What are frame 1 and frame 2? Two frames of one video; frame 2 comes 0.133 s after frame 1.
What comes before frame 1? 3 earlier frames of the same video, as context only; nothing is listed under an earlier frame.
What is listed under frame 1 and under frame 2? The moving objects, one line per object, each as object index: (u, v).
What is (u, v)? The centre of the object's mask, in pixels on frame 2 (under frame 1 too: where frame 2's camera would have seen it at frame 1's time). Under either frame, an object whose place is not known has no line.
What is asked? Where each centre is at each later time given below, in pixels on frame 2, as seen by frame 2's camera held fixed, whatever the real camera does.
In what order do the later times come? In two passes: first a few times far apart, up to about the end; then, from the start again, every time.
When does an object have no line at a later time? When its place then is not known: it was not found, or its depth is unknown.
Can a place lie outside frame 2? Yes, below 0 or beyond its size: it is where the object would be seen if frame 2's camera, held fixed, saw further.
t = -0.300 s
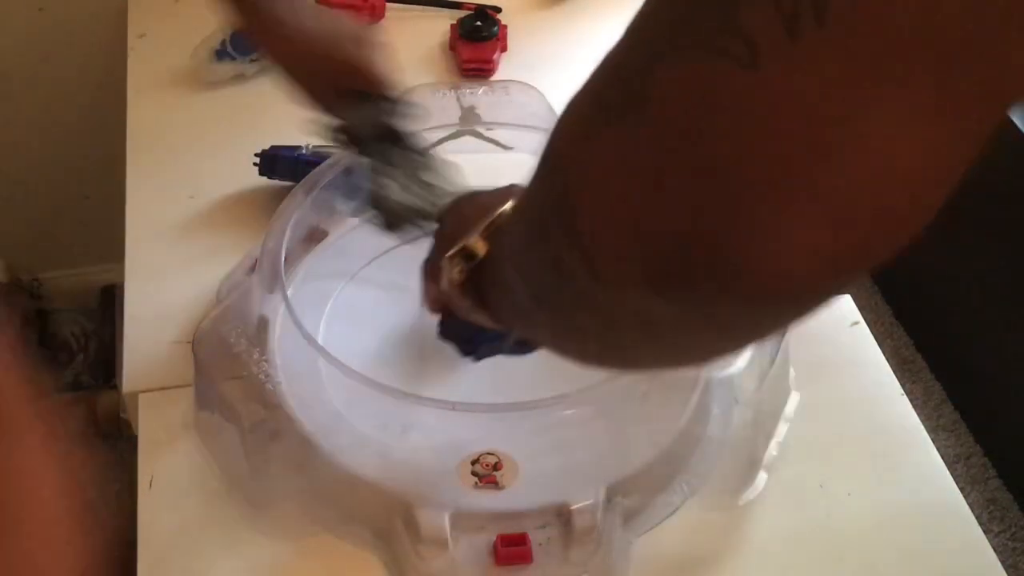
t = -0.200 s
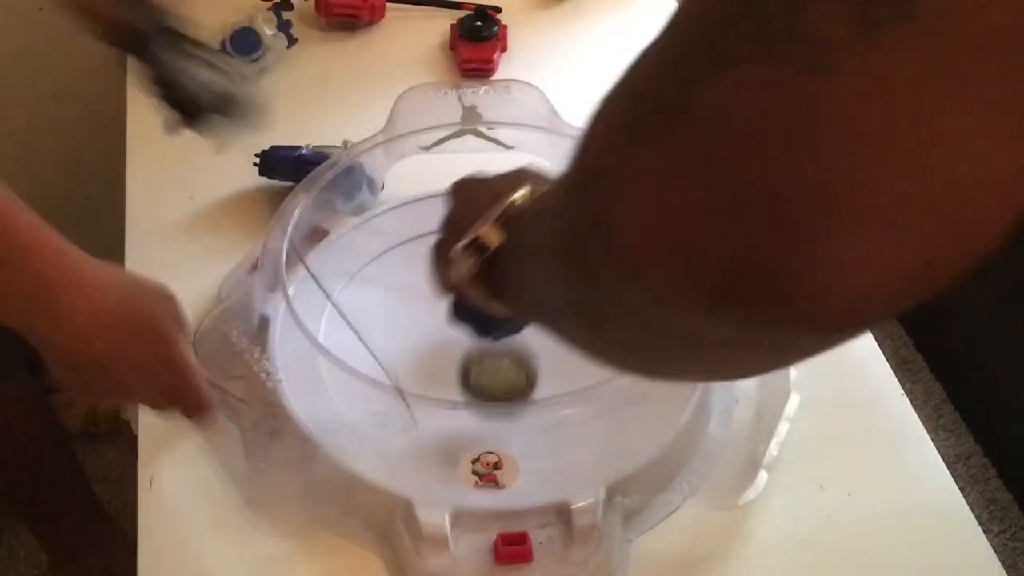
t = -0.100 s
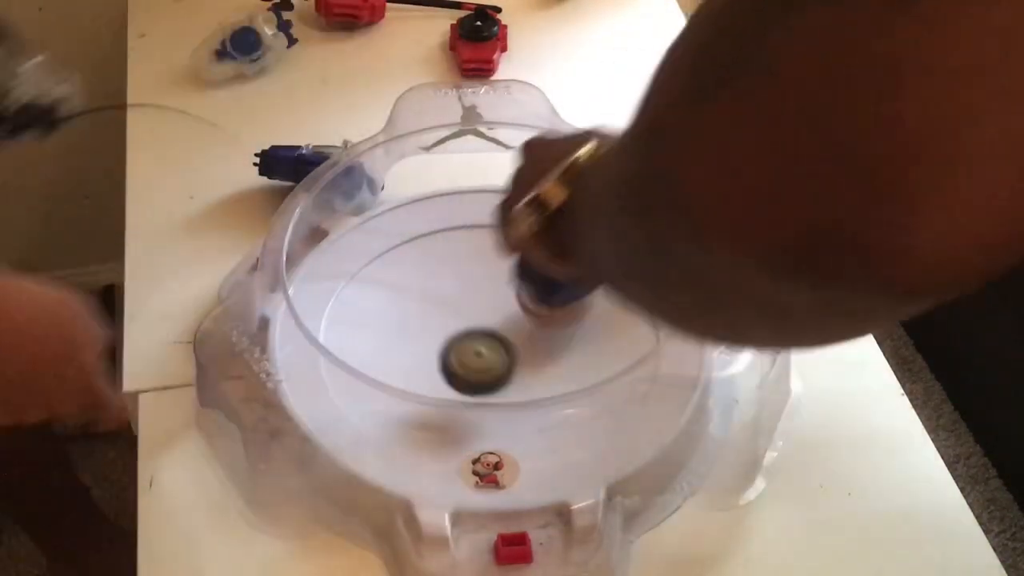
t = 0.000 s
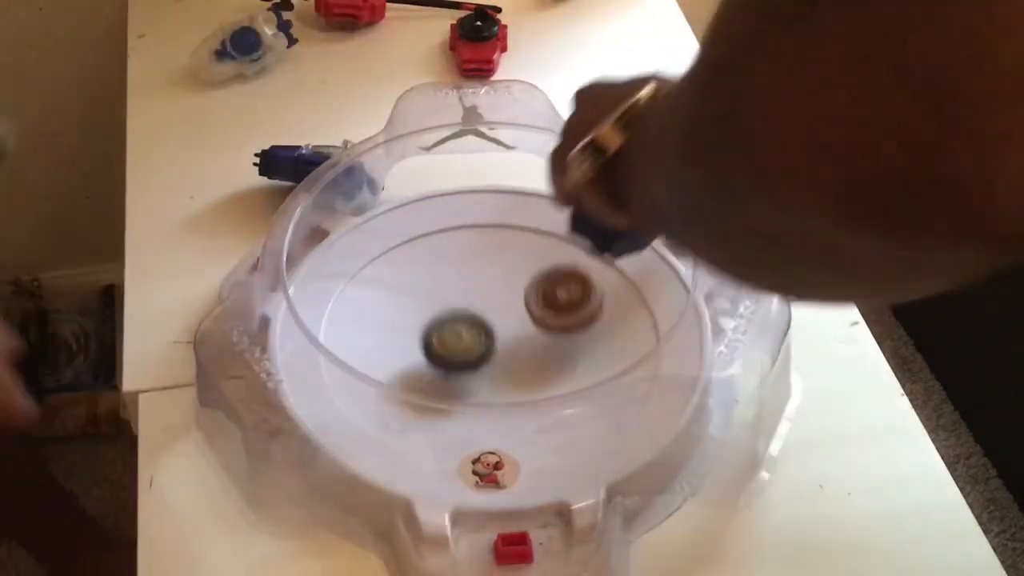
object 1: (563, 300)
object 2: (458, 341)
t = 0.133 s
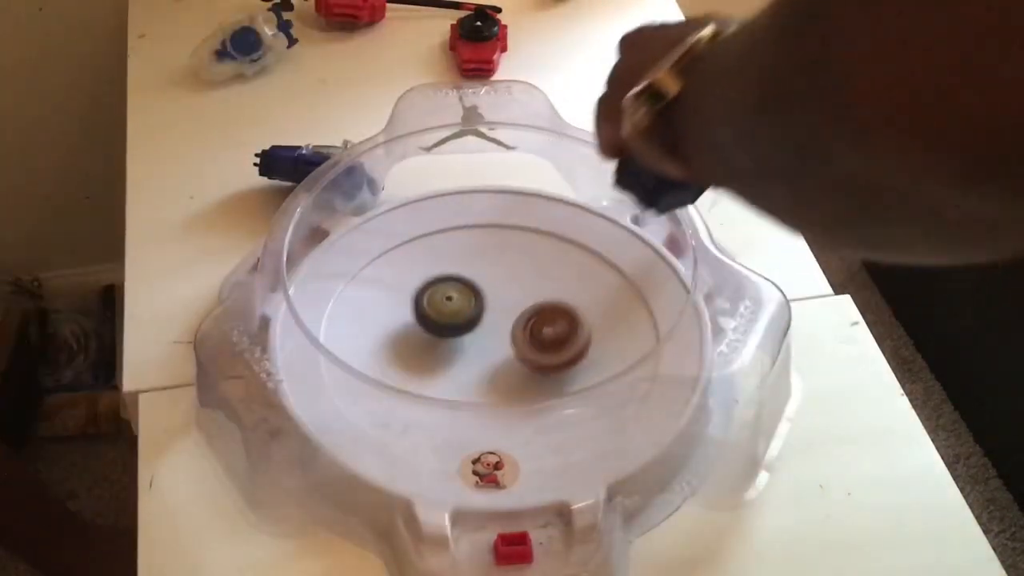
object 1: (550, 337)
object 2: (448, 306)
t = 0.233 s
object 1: (542, 354)
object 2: (452, 291)
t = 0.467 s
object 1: (570, 363)
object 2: (488, 303)
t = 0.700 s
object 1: (611, 371)
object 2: (451, 292)
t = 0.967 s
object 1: (579, 333)
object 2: (426, 286)
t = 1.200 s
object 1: (515, 366)
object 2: (413, 310)
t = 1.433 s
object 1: (561, 424)
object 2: (432, 329)
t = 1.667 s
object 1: (558, 373)
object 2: (478, 348)
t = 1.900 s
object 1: (598, 335)
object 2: (401, 306)
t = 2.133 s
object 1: (529, 334)
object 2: (400, 300)
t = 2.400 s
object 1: (583, 357)
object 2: (440, 335)
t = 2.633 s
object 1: (568, 347)
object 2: (461, 357)
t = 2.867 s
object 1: (535, 339)
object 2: (457, 363)
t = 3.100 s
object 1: (524, 334)
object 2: (449, 358)
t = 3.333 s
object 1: (525, 336)
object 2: (442, 338)
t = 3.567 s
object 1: (526, 339)
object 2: (447, 328)
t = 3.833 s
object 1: (542, 339)
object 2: (449, 311)
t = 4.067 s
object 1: (545, 328)
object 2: (461, 311)
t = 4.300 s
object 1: (534, 335)
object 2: (458, 311)
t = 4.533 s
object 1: (530, 341)
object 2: (452, 312)
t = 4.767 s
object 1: (533, 340)
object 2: (448, 320)
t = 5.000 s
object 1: (533, 342)
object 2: (446, 334)
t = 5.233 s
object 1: (542, 345)
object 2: (427, 336)
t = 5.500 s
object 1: (524, 327)
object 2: (431, 332)
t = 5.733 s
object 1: (554, 303)
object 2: (406, 342)
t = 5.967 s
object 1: (524, 316)
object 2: (445, 351)
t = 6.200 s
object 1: (524, 312)
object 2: (460, 358)
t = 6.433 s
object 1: (518, 309)
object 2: (483, 364)
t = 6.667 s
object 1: (510, 307)
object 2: (500, 368)
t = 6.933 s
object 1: (493, 306)
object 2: (515, 365)
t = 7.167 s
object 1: (456, 298)
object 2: (547, 374)
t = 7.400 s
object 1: (447, 326)
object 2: (541, 357)
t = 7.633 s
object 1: (447, 336)
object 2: (557, 330)
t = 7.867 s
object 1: (466, 340)
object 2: (545, 309)
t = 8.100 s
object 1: (452, 346)
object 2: (540, 295)
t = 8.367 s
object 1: (470, 350)
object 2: (499, 291)
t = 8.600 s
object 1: (477, 365)
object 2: (474, 280)
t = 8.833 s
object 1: (499, 359)
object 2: (443, 284)
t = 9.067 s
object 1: (590, 353)
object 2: (405, 246)
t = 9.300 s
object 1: (566, 325)
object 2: (437, 311)
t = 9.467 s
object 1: (515, 323)
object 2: (455, 370)
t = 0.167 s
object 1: (546, 342)
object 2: (448, 303)
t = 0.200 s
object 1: (542, 349)
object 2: (450, 294)
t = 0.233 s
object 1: (542, 354)
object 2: (452, 291)
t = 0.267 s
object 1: (543, 359)
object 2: (456, 290)
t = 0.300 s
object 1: (547, 362)
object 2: (461, 287)
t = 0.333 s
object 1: (552, 364)
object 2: (466, 288)
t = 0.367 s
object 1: (557, 365)
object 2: (471, 291)
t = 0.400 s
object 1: (562, 365)
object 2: (477, 292)
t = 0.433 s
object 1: (566, 364)
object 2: (483, 297)
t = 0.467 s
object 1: (570, 363)
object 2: (488, 303)
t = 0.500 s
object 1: (571, 362)
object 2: (493, 307)
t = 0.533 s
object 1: (572, 360)
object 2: (498, 314)
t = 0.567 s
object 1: (570, 357)
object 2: (502, 320)
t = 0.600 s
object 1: (574, 357)
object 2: (499, 321)
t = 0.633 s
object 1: (589, 364)
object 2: (481, 312)
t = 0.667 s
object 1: (601, 369)
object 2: (465, 300)
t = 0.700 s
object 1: (611, 371)
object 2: (451, 292)
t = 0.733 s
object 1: (619, 370)
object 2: (440, 287)
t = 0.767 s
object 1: (624, 368)
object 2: (432, 281)
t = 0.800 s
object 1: (626, 364)
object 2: (426, 279)
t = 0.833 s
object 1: (624, 360)
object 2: (422, 277)
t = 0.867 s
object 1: (611, 349)
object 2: (421, 277)
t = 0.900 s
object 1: (605, 346)
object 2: (421, 280)
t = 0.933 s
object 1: (594, 340)
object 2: (423, 282)
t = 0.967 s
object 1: (579, 333)
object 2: (426, 286)
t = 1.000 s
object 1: (563, 326)
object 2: (430, 292)
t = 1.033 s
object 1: (545, 322)
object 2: (436, 297)
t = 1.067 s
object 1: (525, 321)
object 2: (442, 303)
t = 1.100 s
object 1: (519, 328)
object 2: (434, 307)
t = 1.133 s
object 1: (517, 339)
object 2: (426, 304)
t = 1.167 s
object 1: (515, 353)
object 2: (418, 308)
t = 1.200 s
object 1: (515, 366)
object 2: (413, 310)
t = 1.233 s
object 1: (516, 377)
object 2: (411, 309)
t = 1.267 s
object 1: (519, 392)
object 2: (410, 314)
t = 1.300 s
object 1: (524, 401)
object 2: (412, 317)
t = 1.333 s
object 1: (532, 410)
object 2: (416, 318)
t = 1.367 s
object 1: (542, 417)
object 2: (420, 324)
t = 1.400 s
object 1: (553, 422)
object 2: (425, 327)
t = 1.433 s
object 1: (561, 424)
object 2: (432, 329)
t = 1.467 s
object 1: (567, 423)
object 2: (439, 333)
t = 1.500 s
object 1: (571, 418)
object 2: (446, 336)
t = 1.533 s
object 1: (573, 413)
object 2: (453, 339)
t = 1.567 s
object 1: (571, 405)
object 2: (460, 342)
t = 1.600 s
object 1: (569, 397)
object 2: (467, 344)
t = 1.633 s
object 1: (563, 386)
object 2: (473, 346)
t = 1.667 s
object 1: (558, 373)
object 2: (478, 348)
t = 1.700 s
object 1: (562, 366)
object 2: (472, 348)
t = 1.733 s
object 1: (578, 361)
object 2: (453, 338)
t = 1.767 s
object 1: (591, 354)
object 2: (437, 328)
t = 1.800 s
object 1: (599, 349)
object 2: (421, 324)
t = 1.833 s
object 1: (604, 343)
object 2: (412, 315)
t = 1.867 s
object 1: (604, 340)
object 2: (405, 308)
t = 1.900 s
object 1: (598, 335)
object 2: (401, 306)
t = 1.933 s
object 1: (589, 332)
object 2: (400, 301)
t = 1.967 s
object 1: (576, 330)
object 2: (403, 299)
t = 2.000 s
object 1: (561, 327)
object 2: (407, 300)
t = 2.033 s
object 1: (543, 326)
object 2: (414, 300)
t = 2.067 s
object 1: (525, 325)
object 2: (423, 302)
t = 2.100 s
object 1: (510, 327)
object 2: (429, 305)
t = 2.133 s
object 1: (529, 334)
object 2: (400, 300)
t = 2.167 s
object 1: (549, 341)
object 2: (371, 290)
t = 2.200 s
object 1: (566, 346)
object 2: (347, 283)
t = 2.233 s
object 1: (580, 352)
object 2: (345, 284)
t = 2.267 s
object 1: (589, 354)
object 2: (360, 297)
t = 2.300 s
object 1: (595, 358)
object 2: (377, 308)
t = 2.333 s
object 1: (595, 359)
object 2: (397, 316)
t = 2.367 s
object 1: (590, 357)
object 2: (419, 328)
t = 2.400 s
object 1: (583, 357)
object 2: (440, 335)
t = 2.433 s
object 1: (573, 356)
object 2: (459, 341)
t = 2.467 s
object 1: (563, 355)
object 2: (478, 350)
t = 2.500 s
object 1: (568, 353)
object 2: (476, 351)
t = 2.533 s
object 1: (572, 351)
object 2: (472, 351)
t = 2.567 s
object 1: (572, 350)
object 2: (468, 355)
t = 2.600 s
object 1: (571, 349)
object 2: (464, 355)
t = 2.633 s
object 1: (568, 347)
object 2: (461, 357)
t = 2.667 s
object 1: (565, 346)
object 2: (459, 359)
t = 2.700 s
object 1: (561, 344)
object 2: (457, 359)
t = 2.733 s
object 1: (556, 343)
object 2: (455, 361)
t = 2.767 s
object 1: (551, 342)
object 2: (455, 361)
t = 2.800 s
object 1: (546, 340)
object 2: (455, 362)
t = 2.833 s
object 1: (541, 339)
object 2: (456, 363)
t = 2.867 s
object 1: (535, 339)
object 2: (457, 363)
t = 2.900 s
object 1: (531, 338)
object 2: (458, 364)
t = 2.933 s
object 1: (532, 336)
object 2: (453, 365)
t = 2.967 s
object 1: (531, 336)
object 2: (449, 362)
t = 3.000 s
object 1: (530, 335)
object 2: (447, 362)
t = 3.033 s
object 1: (527, 334)
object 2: (447, 362)
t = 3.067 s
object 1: (525, 334)
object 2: (448, 358)
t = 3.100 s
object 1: (524, 334)
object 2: (449, 358)
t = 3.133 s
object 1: (530, 333)
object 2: (442, 354)
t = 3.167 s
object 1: (535, 333)
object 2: (437, 351)
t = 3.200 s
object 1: (538, 332)
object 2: (434, 350)
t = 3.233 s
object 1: (538, 333)
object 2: (433, 346)
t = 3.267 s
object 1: (535, 334)
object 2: (435, 343)
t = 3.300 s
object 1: (530, 335)
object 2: (438, 341)
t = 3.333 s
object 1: (525, 336)
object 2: (442, 338)
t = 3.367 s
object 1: (528, 337)
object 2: (439, 339)
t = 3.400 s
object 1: (531, 337)
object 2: (436, 334)
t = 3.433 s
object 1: (532, 338)
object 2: (436, 331)
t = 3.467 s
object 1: (532, 338)
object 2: (437, 332)
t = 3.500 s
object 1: (530, 338)
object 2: (441, 329)
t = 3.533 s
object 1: (527, 338)
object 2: (446, 327)
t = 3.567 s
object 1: (526, 339)
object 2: (447, 328)
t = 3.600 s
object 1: (527, 340)
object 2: (448, 324)
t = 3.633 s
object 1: (528, 339)
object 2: (449, 322)
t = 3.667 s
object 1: (528, 339)
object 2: (450, 322)
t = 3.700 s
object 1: (532, 341)
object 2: (448, 318)
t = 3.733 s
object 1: (536, 341)
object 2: (445, 316)
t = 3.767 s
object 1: (539, 341)
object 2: (445, 314)
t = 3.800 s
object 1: (541, 341)
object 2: (446, 311)
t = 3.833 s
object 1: (542, 339)
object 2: (449, 311)
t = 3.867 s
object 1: (542, 337)
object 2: (454, 312)
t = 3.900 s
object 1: (541, 334)
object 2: (459, 312)
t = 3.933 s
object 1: (540, 331)
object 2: (463, 313)
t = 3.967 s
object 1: (544, 330)
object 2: (461, 312)
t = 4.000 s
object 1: (547, 329)
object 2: (459, 312)
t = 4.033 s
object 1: (547, 328)
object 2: (459, 310)
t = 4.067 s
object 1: (545, 328)
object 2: (461, 311)
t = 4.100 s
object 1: (542, 327)
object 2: (463, 312)
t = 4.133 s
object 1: (541, 328)
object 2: (463, 311)
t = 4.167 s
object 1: (540, 329)
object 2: (461, 311)
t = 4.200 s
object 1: (539, 330)
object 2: (461, 311)
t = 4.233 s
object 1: (536, 331)
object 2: (461, 311)
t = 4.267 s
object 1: (535, 333)
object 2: (460, 311)
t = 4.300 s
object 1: (534, 335)
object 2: (458, 311)
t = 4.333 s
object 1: (532, 336)
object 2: (458, 312)
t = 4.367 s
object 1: (531, 337)
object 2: (458, 312)
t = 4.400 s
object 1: (531, 339)
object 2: (456, 312)
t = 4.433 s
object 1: (529, 339)
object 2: (456, 312)
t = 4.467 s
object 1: (528, 339)
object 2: (456, 313)
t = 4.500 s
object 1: (529, 340)
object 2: (454, 313)
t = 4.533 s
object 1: (530, 341)
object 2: (452, 312)
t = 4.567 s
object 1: (531, 341)
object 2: (451, 312)
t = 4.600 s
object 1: (531, 341)
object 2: (451, 313)
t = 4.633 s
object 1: (530, 340)
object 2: (451, 314)
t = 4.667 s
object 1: (529, 340)
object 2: (452, 315)
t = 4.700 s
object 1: (530, 340)
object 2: (451, 317)
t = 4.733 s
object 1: (532, 340)
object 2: (449, 318)
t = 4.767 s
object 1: (533, 340)
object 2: (448, 320)
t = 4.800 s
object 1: (533, 339)
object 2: (448, 322)
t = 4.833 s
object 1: (533, 339)
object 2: (448, 323)
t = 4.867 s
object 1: (531, 339)
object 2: (449, 326)
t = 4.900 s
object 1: (531, 340)
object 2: (449, 328)
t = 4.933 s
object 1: (531, 340)
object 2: (449, 329)
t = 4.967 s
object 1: (531, 341)
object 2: (449, 330)
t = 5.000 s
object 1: (533, 342)
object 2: (446, 334)
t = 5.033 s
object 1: (535, 342)
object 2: (443, 333)
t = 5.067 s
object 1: (536, 343)
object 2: (442, 334)
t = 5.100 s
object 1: (535, 343)
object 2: (442, 336)
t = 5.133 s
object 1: (532, 344)
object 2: (442, 336)
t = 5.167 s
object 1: (528, 344)
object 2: (444, 337)
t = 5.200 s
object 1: (532, 345)
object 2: (437, 339)
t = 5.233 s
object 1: (542, 345)
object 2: (427, 336)
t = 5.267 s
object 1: (548, 345)
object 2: (420, 333)
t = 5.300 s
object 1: (551, 344)
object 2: (414, 334)
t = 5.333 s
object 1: (551, 343)
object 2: (412, 332)
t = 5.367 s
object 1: (548, 340)
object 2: (413, 330)
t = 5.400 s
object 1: (544, 337)
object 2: (415, 331)
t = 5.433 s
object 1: (538, 333)
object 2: (419, 330)
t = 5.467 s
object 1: (531, 330)
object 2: (424, 331)
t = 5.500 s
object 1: (524, 327)
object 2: (431, 332)
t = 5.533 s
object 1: (518, 323)
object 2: (437, 333)
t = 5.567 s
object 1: (527, 318)
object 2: (426, 338)
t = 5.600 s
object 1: (539, 312)
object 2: (416, 338)
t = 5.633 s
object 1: (547, 307)
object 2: (409, 338)
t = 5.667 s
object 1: (552, 304)
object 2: (405, 341)
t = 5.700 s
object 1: (554, 303)
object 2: (404, 341)
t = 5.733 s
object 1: (554, 303)
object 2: (406, 342)
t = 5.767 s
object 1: (552, 303)
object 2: (409, 344)
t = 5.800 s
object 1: (548, 306)
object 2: (415, 343)
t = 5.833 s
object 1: (543, 308)
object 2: (422, 345)
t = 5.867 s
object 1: (536, 311)
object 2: (430, 346)
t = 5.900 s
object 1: (529, 314)
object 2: (438, 346)
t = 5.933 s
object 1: (522, 317)
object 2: (447, 347)
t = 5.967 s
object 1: (524, 316)
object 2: (445, 351)
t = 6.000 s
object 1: (529, 313)
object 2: (442, 352)
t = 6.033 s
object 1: (531, 311)
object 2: (441, 354)
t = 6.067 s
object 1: (533, 310)
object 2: (442, 357)
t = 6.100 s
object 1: (532, 310)
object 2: (445, 357)
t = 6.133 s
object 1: (531, 310)
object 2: (449, 358)
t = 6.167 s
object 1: (528, 311)
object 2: (454, 358)
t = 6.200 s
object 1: (524, 312)
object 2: (460, 358)
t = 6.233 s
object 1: (521, 312)
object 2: (466, 358)
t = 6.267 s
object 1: (522, 310)
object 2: (467, 362)
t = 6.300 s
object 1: (522, 308)
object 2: (469, 362)
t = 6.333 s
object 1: (522, 308)
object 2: (471, 364)
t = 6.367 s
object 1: (521, 307)
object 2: (475, 365)
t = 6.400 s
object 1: (520, 308)
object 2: (479, 364)
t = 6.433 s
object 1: (518, 309)
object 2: (483, 364)
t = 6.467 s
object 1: (517, 309)
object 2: (486, 365)
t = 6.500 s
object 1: (517, 308)
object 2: (489, 365)
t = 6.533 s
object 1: (516, 308)
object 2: (492, 365)
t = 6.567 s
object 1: (515, 308)
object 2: (494, 368)
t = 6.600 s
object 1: (514, 308)
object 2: (496, 367)
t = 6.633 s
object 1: (513, 308)
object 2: (498, 368)
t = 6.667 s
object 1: (510, 307)
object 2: (500, 368)
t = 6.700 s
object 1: (509, 306)
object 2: (502, 369)
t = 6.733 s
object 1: (507, 306)
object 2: (504, 369)
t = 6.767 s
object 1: (505, 306)
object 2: (506, 368)
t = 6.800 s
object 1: (503, 307)
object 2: (507, 366)
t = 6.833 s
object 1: (500, 306)
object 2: (509, 367)
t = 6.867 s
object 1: (498, 306)
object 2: (511, 367)
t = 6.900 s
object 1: (496, 307)
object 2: (512, 365)
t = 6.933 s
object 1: (493, 306)
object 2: (515, 365)
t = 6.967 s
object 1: (491, 306)
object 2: (517, 365)
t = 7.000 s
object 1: (489, 307)
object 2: (519, 364)
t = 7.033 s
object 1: (488, 309)
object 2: (520, 363)
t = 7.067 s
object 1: (480, 304)
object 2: (530, 368)
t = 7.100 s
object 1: (472, 299)
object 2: (539, 373)
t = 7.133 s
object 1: (464, 298)
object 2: (544, 373)
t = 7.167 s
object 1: (456, 298)
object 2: (547, 374)
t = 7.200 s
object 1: (450, 300)
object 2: (548, 374)
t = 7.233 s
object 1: (446, 304)
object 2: (549, 373)
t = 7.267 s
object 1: (442, 308)
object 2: (549, 372)
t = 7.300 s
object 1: (441, 313)
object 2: (548, 369)
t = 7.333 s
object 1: (442, 317)
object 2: (546, 365)
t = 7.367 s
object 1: (444, 321)
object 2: (543, 362)
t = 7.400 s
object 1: (447, 326)
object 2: (541, 357)
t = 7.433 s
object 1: (452, 329)
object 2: (539, 353)
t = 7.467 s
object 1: (457, 333)
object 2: (536, 348)
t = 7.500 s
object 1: (457, 335)
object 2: (540, 346)
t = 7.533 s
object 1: (452, 335)
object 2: (548, 341)
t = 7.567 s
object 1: (448, 335)
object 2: (553, 336)
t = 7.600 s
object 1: (446, 335)
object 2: (556, 334)
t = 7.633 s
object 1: (447, 336)
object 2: (557, 330)
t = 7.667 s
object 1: (448, 336)
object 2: (557, 326)
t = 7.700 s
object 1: (451, 336)
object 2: (555, 323)
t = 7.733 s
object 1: (455, 336)
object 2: (553, 320)
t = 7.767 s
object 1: (459, 337)
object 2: (550, 317)
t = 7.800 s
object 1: (463, 338)
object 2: (547, 314)
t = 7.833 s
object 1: (468, 338)
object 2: (543, 312)
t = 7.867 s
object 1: (466, 340)
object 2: (545, 309)
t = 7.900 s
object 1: (459, 343)
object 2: (550, 304)
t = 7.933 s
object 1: (454, 344)
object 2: (552, 298)
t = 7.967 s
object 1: (450, 345)
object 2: (552, 299)
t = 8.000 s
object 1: (449, 346)
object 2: (551, 297)
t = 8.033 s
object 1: (449, 347)
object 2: (548, 296)
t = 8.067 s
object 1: (450, 347)
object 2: (544, 296)
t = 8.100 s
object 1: (452, 346)
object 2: (540, 295)
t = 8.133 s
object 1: (454, 346)
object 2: (533, 297)
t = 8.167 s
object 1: (458, 346)
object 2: (528, 297)
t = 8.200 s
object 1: (462, 345)
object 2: (521, 298)
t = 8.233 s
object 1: (466, 344)
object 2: (516, 298)
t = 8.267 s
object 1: (468, 345)
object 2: (511, 297)
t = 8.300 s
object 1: (469, 347)
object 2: (506, 294)
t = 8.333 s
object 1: (470, 349)
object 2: (502, 292)
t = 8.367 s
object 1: (470, 350)
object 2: (499, 291)
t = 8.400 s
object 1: (471, 350)
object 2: (494, 291)
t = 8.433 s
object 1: (473, 350)
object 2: (490, 290)
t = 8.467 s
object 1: (472, 357)
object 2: (486, 286)
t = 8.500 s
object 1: (472, 362)
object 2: (483, 282)
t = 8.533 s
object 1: (473, 365)
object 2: (480, 279)
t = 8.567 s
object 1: (475, 366)
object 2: (478, 279)
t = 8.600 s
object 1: (477, 365)
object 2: (474, 280)
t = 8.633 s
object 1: (479, 363)
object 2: (471, 281)
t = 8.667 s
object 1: (481, 361)
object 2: (467, 283)
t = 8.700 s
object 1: (483, 358)
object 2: (464, 285)
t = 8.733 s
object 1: (485, 356)
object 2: (461, 287)
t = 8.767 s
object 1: (486, 353)
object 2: (458, 290)
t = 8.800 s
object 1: (488, 350)
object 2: (455, 292)
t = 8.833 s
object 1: (499, 359)
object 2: (443, 284)
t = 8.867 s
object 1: (514, 369)
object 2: (429, 268)
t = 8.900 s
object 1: (530, 373)
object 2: (418, 254)
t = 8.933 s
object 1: (543, 372)
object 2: (410, 246)
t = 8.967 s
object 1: (557, 369)
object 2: (406, 242)
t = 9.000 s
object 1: (570, 365)
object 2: (404, 240)
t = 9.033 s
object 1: (582, 359)
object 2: (404, 242)
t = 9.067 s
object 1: (590, 353)
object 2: (405, 246)
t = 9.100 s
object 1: (595, 347)
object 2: (407, 251)
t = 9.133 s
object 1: (597, 341)
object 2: (411, 258)
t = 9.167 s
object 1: (595, 336)
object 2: (415, 267)
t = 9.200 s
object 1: (590, 332)
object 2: (420, 277)
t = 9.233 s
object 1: (584, 330)
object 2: (426, 288)
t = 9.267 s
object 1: (575, 328)
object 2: (432, 299)
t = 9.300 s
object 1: (566, 325)
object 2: (437, 311)
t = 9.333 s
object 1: (556, 324)
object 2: (442, 323)
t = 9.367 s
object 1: (545, 324)
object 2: (446, 336)
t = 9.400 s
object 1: (534, 323)
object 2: (449, 348)
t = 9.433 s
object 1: (525, 323)
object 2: (453, 361)
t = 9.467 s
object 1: (515, 323)
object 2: (455, 370)
